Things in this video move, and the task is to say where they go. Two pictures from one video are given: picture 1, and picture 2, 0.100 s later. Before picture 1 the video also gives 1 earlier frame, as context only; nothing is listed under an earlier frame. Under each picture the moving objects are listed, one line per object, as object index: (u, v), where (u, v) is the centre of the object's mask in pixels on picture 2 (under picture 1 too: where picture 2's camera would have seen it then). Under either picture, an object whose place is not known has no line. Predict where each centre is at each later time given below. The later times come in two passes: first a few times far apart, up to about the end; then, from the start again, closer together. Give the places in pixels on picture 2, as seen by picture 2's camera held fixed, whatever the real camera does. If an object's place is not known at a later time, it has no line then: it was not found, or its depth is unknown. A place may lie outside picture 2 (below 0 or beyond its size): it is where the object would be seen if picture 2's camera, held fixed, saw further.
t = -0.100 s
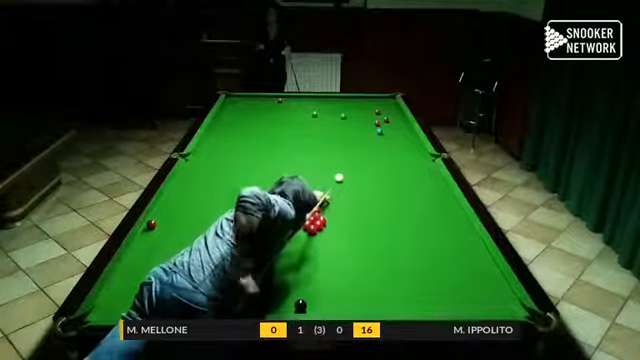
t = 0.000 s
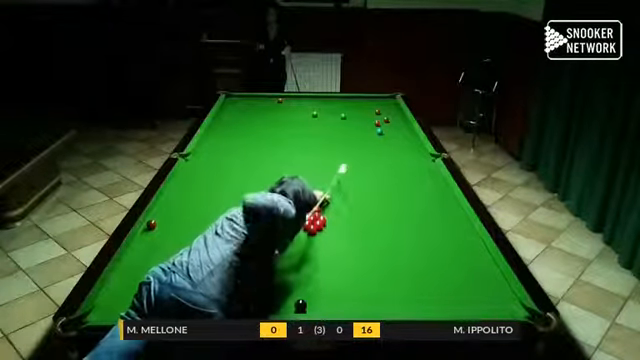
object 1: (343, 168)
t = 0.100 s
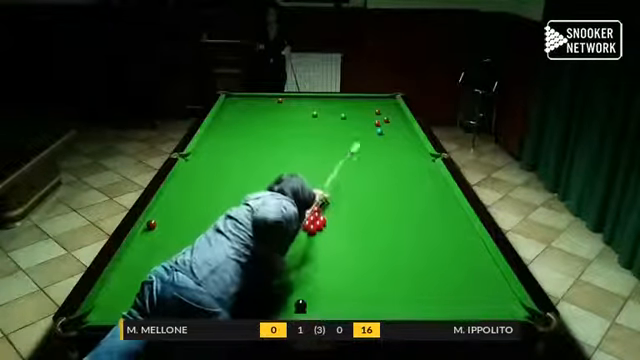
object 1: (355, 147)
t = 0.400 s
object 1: (370, 112)
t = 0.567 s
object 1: (359, 110)
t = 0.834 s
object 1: (344, 107)
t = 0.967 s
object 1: (339, 107)
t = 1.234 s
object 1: (324, 104)
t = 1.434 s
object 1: (317, 102)
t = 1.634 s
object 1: (308, 101)
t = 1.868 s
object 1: (298, 100)
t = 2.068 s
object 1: (291, 98)
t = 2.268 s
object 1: (285, 98)
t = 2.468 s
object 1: (278, 97)
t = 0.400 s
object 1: (370, 112)
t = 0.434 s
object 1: (367, 111)
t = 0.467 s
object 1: (364, 111)
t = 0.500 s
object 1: (363, 110)
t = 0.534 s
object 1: (361, 110)
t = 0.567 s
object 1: (359, 110)
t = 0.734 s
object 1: (350, 108)
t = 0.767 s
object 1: (348, 108)
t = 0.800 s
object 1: (346, 107)
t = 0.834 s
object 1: (344, 107)
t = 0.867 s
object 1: (344, 107)
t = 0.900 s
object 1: (342, 107)
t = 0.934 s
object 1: (340, 107)
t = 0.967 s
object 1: (339, 107)
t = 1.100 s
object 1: (331, 104)
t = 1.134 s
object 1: (329, 104)
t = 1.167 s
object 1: (327, 104)
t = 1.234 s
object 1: (324, 104)
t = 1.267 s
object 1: (324, 104)
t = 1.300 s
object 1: (323, 103)
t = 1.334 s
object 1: (320, 103)
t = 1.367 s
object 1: (319, 103)
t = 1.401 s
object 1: (317, 103)
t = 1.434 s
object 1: (317, 102)
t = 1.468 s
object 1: (314, 102)
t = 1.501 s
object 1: (313, 102)
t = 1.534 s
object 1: (312, 102)
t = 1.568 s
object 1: (310, 102)
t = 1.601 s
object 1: (309, 101)
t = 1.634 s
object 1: (308, 101)
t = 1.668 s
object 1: (306, 101)
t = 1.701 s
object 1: (304, 101)
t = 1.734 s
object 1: (303, 101)
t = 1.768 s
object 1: (302, 100)
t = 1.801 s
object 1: (300, 100)
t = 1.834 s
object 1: (299, 100)
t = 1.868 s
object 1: (298, 100)
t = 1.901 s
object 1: (297, 99)
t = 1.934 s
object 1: (295, 99)
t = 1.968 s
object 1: (295, 99)
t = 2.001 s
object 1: (293, 99)
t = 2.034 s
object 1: (292, 99)
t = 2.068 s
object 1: (291, 98)
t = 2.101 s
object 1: (289, 99)
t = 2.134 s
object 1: (289, 99)
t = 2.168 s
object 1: (287, 98)
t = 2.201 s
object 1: (286, 98)
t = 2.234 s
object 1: (285, 98)
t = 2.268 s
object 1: (285, 98)
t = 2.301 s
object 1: (283, 97)
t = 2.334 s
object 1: (281, 97)
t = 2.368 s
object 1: (280, 97)
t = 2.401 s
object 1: (280, 97)
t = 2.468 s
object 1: (278, 97)
